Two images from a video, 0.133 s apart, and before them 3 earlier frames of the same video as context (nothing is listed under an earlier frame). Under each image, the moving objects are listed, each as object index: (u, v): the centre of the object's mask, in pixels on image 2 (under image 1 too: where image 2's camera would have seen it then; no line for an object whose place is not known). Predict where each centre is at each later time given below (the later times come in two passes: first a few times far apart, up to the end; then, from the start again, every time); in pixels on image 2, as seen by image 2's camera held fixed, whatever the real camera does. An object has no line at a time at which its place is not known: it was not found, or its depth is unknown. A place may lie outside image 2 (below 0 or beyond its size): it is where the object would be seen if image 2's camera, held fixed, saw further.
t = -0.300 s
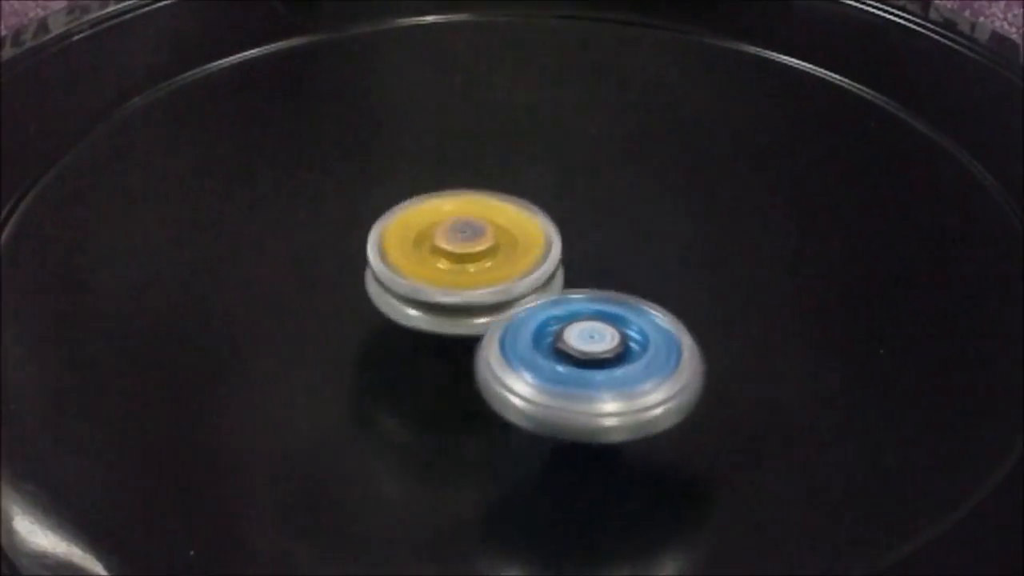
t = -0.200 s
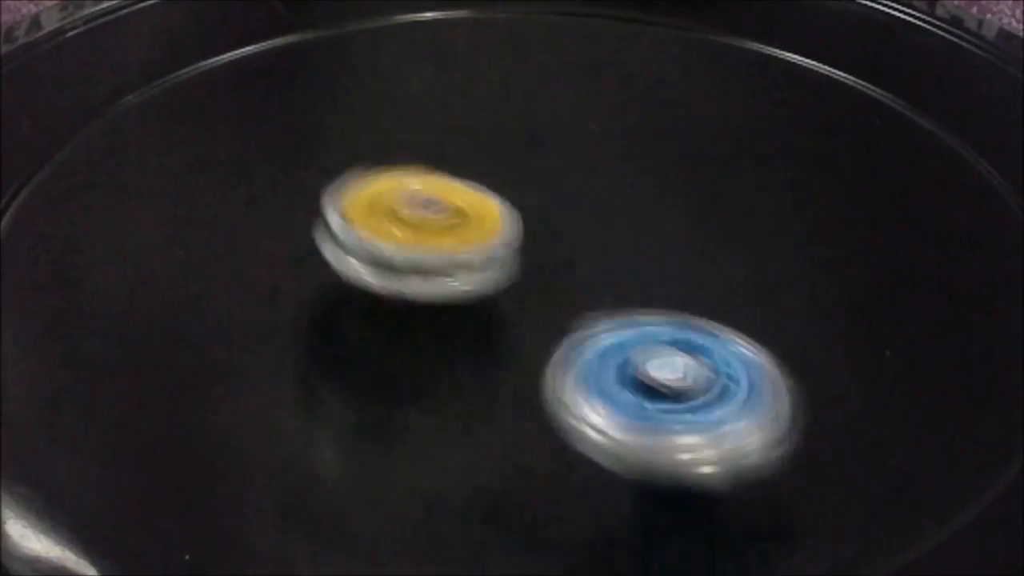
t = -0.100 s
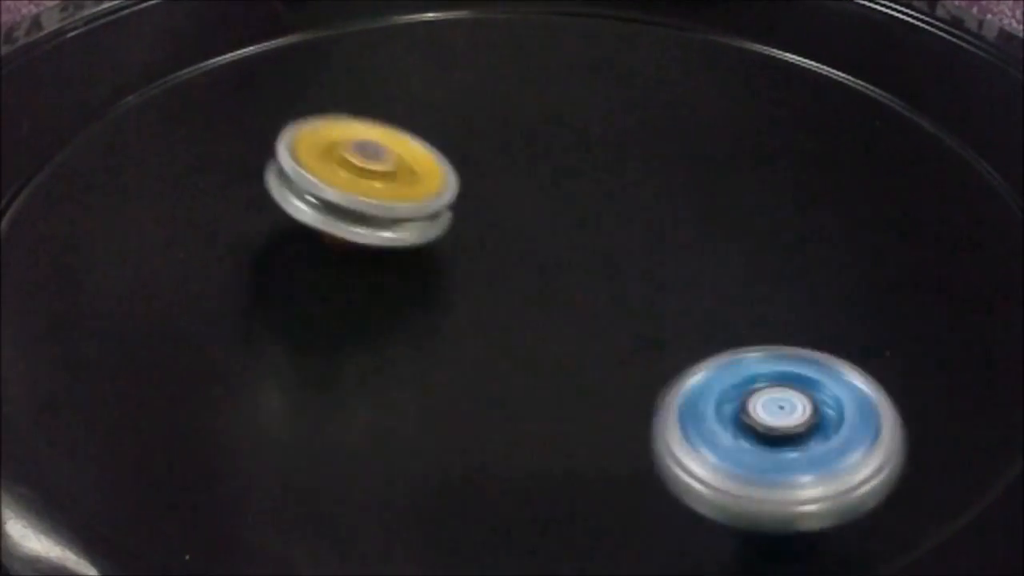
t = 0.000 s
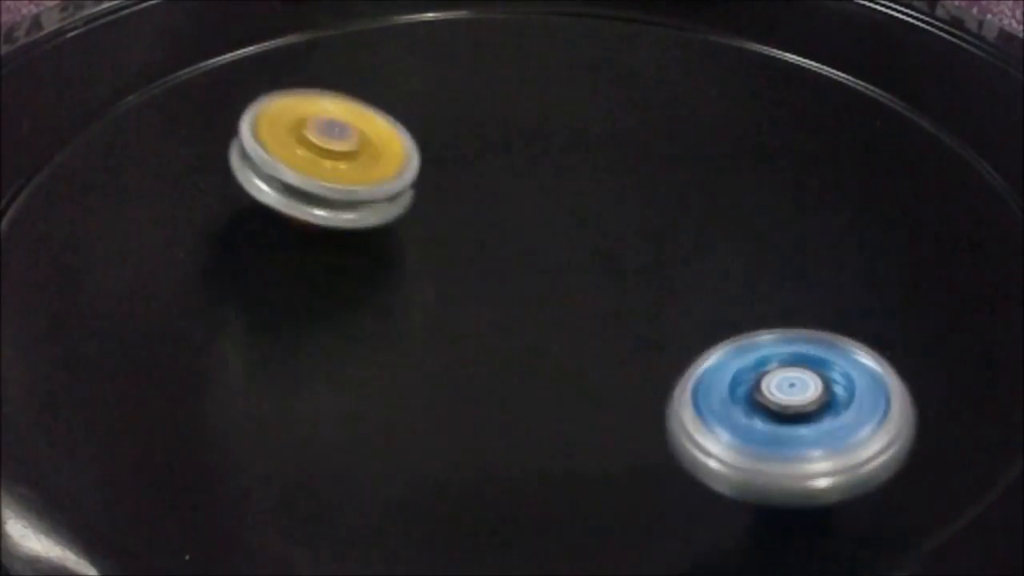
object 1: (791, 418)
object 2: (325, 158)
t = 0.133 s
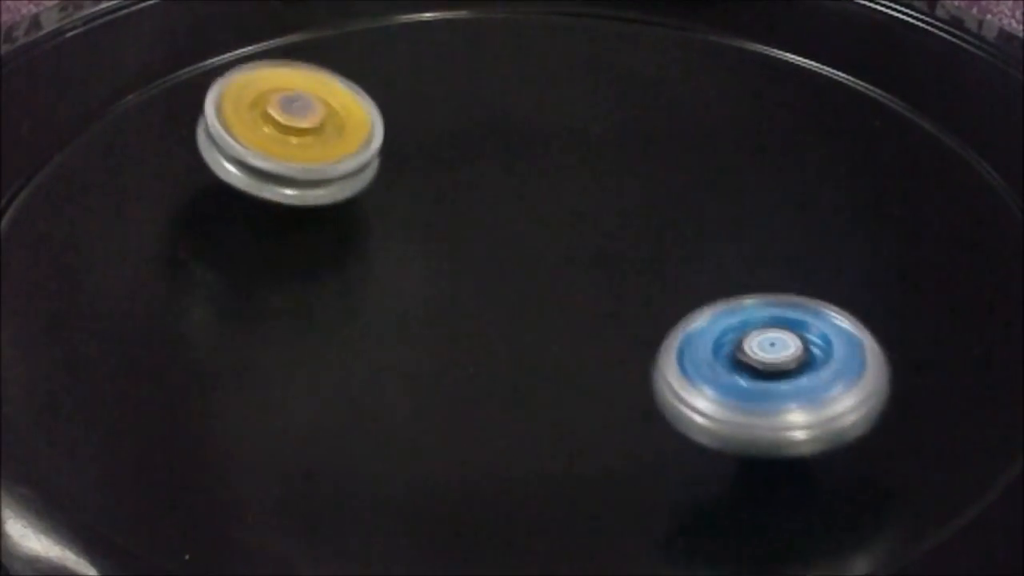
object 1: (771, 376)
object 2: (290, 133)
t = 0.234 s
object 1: (738, 344)
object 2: (283, 121)
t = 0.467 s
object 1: (662, 295)
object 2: (354, 153)
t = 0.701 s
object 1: (622, 274)
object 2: (447, 191)
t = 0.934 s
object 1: (727, 346)
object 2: (434, 169)
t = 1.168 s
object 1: (715, 315)
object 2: (412, 195)
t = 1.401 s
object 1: (676, 281)
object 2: (472, 244)
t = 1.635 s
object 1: (677, 265)
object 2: (464, 267)
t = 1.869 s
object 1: (878, 240)
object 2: (256, 240)
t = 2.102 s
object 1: (715, 232)
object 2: (194, 239)
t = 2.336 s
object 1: (620, 233)
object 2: (292, 251)
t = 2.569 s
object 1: (608, 234)
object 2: (402, 252)
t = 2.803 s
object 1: (653, 229)
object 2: (435, 245)
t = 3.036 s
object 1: (656, 226)
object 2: (398, 237)
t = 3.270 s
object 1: (619, 224)
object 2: (412, 252)
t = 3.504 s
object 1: (619, 223)
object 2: (397, 261)
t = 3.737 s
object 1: (612, 222)
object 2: (389, 265)
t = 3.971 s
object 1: (587, 221)
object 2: (391, 267)
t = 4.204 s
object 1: (580, 221)
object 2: (360, 271)
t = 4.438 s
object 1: (669, 196)
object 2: (290, 271)
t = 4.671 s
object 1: (633, 192)
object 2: (272, 268)
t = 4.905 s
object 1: (581, 197)
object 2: (357, 266)
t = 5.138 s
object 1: (665, 163)
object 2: (353, 295)
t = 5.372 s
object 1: (622, 162)
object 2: (420, 325)
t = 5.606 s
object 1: (575, 170)
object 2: (509, 324)
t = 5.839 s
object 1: (527, 177)
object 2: (585, 302)
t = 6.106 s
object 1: (481, 184)
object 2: (641, 284)
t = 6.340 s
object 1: (440, 185)
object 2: (600, 272)
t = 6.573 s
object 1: (418, 180)
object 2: (569, 294)
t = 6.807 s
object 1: (419, 186)
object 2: (520, 303)
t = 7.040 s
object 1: (438, 186)
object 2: (477, 313)
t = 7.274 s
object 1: (462, 195)
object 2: (454, 324)
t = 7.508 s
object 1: (506, 159)
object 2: (420, 360)
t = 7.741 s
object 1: (514, 154)
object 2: (401, 372)
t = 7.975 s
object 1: (489, 176)
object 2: (438, 342)
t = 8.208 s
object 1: (480, 158)
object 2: (490, 302)
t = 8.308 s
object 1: (469, 159)
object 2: (509, 302)
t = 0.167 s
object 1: (761, 366)
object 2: (285, 128)
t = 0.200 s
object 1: (750, 355)
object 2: (283, 124)
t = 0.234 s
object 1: (738, 344)
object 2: (283, 121)
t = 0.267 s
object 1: (725, 334)
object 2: (287, 121)
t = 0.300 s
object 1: (713, 326)
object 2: (295, 124)
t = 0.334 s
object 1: (701, 318)
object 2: (304, 128)
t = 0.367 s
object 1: (690, 311)
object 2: (316, 133)
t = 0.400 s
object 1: (681, 305)
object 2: (328, 139)
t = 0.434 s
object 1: (672, 300)
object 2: (341, 145)
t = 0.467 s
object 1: (662, 295)
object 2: (354, 153)
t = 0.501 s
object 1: (652, 290)
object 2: (369, 160)
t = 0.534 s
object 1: (643, 285)
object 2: (384, 167)
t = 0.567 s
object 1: (634, 280)
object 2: (399, 174)
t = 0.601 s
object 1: (625, 275)
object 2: (415, 181)
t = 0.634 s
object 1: (616, 271)
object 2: (432, 189)
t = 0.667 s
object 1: (608, 267)
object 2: (444, 194)
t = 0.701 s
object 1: (622, 274)
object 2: (447, 191)
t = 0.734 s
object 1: (630, 281)
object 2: (455, 193)
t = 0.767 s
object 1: (631, 283)
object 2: (465, 199)
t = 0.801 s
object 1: (628, 281)
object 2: (472, 202)
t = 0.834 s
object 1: (662, 302)
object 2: (463, 188)
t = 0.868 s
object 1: (695, 323)
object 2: (451, 176)
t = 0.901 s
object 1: (716, 338)
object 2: (442, 172)
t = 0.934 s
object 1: (727, 346)
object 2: (434, 169)
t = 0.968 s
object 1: (729, 347)
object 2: (426, 168)
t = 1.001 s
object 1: (729, 343)
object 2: (417, 168)
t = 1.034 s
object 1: (728, 337)
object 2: (411, 171)
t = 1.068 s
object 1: (726, 332)
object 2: (407, 175)
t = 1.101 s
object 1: (723, 326)
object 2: (406, 181)
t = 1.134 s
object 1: (719, 320)
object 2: (407, 187)
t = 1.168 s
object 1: (715, 315)
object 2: (412, 195)
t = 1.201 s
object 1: (710, 310)
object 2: (417, 202)
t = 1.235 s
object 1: (705, 303)
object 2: (423, 209)
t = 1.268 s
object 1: (700, 299)
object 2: (432, 217)
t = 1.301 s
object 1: (695, 294)
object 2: (442, 224)
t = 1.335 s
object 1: (689, 290)
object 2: (450, 231)
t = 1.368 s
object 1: (683, 285)
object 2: (461, 238)
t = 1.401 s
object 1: (676, 281)
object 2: (472, 244)
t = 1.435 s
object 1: (675, 277)
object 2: (475, 247)
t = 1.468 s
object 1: (687, 277)
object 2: (473, 248)
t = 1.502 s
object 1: (694, 277)
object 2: (469, 251)
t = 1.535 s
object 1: (692, 275)
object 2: (466, 255)
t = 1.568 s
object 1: (688, 272)
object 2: (464, 259)
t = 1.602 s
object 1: (683, 269)
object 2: (463, 263)
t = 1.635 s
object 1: (677, 265)
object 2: (464, 267)
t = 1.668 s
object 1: (696, 260)
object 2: (447, 266)
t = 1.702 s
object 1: (769, 258)
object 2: (382, 254)
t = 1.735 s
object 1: (825, 254)
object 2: (339, 246)
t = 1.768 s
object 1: (863, 250)
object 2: (311, 242)
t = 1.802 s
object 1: (881, 247)
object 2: (288, 239)
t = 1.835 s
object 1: (884, 244)
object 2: (271, 239)
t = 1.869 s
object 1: (878, 240)
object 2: (256, 240)
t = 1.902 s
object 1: (865, 237)
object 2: (242, 239)
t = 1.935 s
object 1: (847, 235)
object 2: (229, 239)
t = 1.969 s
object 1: (824, 234)
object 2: (218, 239)
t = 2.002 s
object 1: (798, 232)
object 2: (206, 238)
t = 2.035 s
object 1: (770, 232)
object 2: (198, 238)
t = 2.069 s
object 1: (743, 232)
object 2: (193, 238)
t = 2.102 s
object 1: (715, 232)
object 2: (194, 239)
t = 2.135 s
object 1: (691, 232)
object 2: (201, 240)
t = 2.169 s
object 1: (670, 232)
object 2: (213, 242)
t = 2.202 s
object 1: (656, 231)
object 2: (225, 243)
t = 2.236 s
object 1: (646, 231)
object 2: (241, 245)
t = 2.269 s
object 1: (637, 232)
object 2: (257, 247)
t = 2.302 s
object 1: (629, 232)
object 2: (273, 249)
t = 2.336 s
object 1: (620, 233)
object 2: (292, 251)
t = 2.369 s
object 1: (610, 233)
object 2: (309, 252)
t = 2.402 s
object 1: (601, 234)
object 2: (328, 254)
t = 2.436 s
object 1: (591, 234)
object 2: (348, 255)
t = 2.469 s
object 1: (582, 235)
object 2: (369, 255)
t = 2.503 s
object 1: (591, 234)
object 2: (376, 253)
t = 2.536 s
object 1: (604, 233)
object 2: (388, 252)
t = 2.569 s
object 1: (608, 234)
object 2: (402, 252)
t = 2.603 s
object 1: (631, 233)
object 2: (396, 249)
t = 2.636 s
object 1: (650, 233)
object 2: (400, 249)
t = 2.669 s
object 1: (656, 234)
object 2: (408, 248)
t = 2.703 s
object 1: (654, 234)
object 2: (417, 248)
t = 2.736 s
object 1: (649, 233)
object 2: (427, 248)
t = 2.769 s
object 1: (644, 231)
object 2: (436, 247)
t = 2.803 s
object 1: (653, 229)
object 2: (435, 245)
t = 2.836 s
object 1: (652, 229)
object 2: (437, 244)
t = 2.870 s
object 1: (648, 228)
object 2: (438, 242)
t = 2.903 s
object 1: (645, 227)
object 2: (438, 241)
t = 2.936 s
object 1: (659, 227)
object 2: (426, 238)
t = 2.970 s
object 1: (663, 227)
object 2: (415, 238)
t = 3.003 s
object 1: (661, 227)
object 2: (407, 237)
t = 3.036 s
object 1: (656, 226)
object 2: (398, 237)
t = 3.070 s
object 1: (651, 226)
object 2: (394, 239)
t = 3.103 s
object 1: (646, 225)
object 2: (389, 240)
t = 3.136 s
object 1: (641, 225)
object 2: (389, 244)
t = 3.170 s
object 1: (636, 225)
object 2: (391, 246)
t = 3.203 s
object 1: (630, 224)
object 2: (396, 249)
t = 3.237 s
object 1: (625, 224)
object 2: (404, 251)
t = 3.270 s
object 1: (619, 224)
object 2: (412, 252)
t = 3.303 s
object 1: (627, 222)
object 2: (408, 252)
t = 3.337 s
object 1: (637, 222)
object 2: (403, 253)
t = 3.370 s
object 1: (638, 223)
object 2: (398, 254)
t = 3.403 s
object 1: (634, 223)
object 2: (395, 255)
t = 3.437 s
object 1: (629, 223)
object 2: (392, 258)
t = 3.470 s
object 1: (624, 223)
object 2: (394, 260)
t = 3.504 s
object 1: (619, 223)
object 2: (397, 261)
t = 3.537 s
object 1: (613, 223)
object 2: (404, 263)
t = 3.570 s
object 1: (608, 223)
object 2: (410, 263)
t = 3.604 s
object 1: (618, 221)
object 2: (403, 261)
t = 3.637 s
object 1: (624, 220)
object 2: (399, 263)
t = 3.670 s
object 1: (622, 221)
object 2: (394, 264)
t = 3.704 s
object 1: (618, 221)
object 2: (391, 264)
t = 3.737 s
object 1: (612, 222)
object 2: (389, 265)
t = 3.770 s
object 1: (606, 222)
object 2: (390, 266)
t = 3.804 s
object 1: (599, 222)
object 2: (393, 266)
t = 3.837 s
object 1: (594, 222)
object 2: (397, 266)
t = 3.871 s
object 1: (598, 221)
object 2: (393, 265)
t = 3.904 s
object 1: (597, 221)
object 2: (391, 266)
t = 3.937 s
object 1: (592, 221)
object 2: (390, 266)
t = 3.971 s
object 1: (587, 221)
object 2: (391, 267)
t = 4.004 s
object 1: (587, 219)
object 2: (387, 266)
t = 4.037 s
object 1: (597, 219)
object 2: (378, 266)
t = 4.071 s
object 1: (598, 220)
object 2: (371, 267)
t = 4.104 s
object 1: (595, 220)
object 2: (364, 268)
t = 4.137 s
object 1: (590, 221)
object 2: (361, 269)
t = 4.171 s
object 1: (586, 221)
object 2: (359, 270)
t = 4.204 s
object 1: (580, 221)
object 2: (360, 271)
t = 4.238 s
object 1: (574, 221)
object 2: (363, 272)
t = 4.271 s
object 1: (568, 221)
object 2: (370, 272)
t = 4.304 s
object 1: (570, 219)
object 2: (368, 271)
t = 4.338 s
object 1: (611, 209)
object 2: (328, 270)
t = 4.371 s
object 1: (641, 202)
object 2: (310, 268)
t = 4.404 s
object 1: (661, 197)
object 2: (301, 270)
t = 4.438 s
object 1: (669, 196)
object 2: (290, 271)
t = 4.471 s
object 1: (668, 195)
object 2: (280, 271)
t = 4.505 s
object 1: (664, 194)
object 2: (272, 271)
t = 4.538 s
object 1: (658, 194)
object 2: (264, 271)
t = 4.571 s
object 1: (652, 193)
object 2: (259, 270)
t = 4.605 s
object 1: (646, 193)
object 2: (259, 270)
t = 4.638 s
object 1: (640, 192)
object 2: (264, 268)
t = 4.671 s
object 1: (633, 192)
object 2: (272, 268)
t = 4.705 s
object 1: (626, 192)
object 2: (281, 267)
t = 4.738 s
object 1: (619, 192)
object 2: (292, 266)
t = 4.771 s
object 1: (612, 193)
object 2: (304, 266)
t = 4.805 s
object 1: (604, 194)
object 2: (315, 266)
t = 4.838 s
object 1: (596, 195)
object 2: (330, 266)
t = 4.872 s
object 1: (589, 196)
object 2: (342, 266)
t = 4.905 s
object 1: (581, 197)
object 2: (357, 266)
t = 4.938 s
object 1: (574, 198)
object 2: (372, 267)
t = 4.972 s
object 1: (568, 198)
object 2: (390, 267)
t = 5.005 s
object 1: (592, 187)
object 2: (371, 271)
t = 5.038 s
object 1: (623, 175)
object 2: (349, 277)
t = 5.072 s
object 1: (651, 167)
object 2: (347, 281)
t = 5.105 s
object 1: (664, 164)
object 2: (351, 290)
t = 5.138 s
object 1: (665, 163)
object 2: (353, 295)
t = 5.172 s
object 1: (661, 162)
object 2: (361, 301)
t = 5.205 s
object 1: (654, 162)
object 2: (367, 307)
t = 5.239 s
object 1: (648, 162)
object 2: (376, 312)
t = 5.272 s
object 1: (641, 162)
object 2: (385, 317)
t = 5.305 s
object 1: (634, 162)
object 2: (396, 320)
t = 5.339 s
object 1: (629, 162)
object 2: (408, 324)
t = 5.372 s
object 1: (622, 162)
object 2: (420, 325)
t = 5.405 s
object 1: (615, 163)
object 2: (433, 327)
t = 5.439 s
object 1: (608, 164)
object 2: (445, 328)
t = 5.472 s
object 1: (602, 165)
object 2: (459, 328)
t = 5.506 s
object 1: (595, 166)
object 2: (471, 327)
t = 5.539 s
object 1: (589, 167)
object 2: (484, 327)
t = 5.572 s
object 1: (582, 168)
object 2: (496, 325)
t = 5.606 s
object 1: (575, 170)
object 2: (509, 324)
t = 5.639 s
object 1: (569, 171)
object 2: (520, 321)
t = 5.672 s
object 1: (562, 172)
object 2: (533, 319)
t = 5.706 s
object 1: (556, 173)
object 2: (543, 316)
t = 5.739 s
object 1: (549, 174)
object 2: (556, 313)
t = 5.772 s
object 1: (542, 175)
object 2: (565, 309)
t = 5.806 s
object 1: (535, 176)
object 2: (576, 306)
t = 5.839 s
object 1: (527, 177)
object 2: (585, 302)
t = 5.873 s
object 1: (519, 177)
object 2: (595, 301)
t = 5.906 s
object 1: (515, 176)
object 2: (599, 300)
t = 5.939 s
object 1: (509, 178)
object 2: (611, 297)
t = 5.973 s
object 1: (503, 179)
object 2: (619, 297)
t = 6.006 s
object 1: (498, 180)
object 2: (628, 293)
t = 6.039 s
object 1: (491, 182)
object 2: (635, 292)
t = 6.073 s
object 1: (486, 183)
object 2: (639, 287)
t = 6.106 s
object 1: (481, 184)
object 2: (641, 284)
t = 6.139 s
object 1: (475, 185)
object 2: (637, 279)
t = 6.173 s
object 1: (469, 186)
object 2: (634, 276)
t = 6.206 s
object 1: (464, 187)
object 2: (626, 273)
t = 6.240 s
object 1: (459, 188)
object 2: (620, 270)
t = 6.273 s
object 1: (452, 187)
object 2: (613, 270)
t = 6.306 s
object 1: (447, 186)
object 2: (606, 270)
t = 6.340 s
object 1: (440, 185)
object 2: (600, 272)
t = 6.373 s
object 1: (437, 184)
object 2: (595, 273)
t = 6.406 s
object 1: (434, 184)
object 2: (587, 276)
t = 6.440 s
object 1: (432, 184)
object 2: (583, 279)
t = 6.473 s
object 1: (424, 180)
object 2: (579, 285)
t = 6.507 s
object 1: (421, 178)
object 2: (577, 286)
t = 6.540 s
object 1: (419, 179)
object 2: (575, 292)
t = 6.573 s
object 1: (418, 180)
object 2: (569, 294)
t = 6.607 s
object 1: (417, 180)
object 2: (566, 298)
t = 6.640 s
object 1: (416, 181)
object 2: (558, 300)
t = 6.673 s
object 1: (415, 183)
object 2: (552, 302)
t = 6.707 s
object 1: (416, 184)
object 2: (544, 304)
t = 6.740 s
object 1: (417, 185)
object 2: (536, 304)
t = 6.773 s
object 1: (418, 186)
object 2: (528, 305)
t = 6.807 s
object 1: (419, 186)
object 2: (520, 303)
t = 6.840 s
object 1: (420, 186)
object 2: (513, 306)
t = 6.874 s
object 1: (422, 182)
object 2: (505, 309)
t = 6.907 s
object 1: (426, 182)
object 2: (501, 310)
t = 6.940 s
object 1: (430, 182)
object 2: (495, 313)
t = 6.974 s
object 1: (432, 184)
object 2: (489, 313)
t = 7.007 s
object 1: (435, 185)
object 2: (483, 314)
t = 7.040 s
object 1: (438, 186)
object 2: (477, 313)
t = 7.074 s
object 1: (443, 185)
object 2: (470, 318)
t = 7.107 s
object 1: (447, 186)
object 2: (465, 319)
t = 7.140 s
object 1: (452, 187)
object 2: (465, 323)
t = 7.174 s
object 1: (455, 189)
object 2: (460, 324)
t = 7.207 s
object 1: (458, 191)
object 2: (460, 325)
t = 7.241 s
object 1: (460, 193)
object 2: (457, 325)
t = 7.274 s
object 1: (462, 195)
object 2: (454, 324)
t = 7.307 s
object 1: (466, 194)
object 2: (450, 326)
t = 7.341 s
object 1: (469, 196)
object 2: (451, 327)
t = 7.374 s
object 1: (471, 198)
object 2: (451, 329)
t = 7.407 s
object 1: (472, 201)
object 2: (451, 330)
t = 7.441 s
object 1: (478, 198)
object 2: (442, 339)
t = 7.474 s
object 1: (492, 178)
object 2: (427, 354)
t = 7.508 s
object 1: (506, 159)
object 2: (420, 360)
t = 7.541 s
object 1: (518, 147)
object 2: (418, 364)
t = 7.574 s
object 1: (525, 141)
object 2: (417, 367)
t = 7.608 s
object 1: (527, 142)
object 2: (416, 371)
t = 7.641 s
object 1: (526, 146)
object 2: (410, 375)
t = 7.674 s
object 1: (523, 149)
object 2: (405, 375)
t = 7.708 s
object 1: (519, 152)
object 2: (403, 375)
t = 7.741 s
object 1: (514, 154)
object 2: (401, 372)
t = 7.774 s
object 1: (510, 157)
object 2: (402, 368)
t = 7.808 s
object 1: (507, 160)
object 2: (406, 366)
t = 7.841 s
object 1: (504, 163)
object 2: (408, 361)
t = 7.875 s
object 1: (500, 166)
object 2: (415, 357)
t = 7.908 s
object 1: (498, 169)
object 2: (421, 355)
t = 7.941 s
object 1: (494, 172)
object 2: (428, 349)
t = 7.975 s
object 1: (489, 176)
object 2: (438, 342)
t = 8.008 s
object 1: (487, 178)
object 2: (449, 331)
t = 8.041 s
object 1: (483, 180)
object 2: (462, 317)
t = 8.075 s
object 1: (478, 177)
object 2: (472, 306)
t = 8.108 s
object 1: (477, 173)
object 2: (477, 301)
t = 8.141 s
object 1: (477, 167)
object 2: (482, 303)
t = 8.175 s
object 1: (479, 160)
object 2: (483, 304)
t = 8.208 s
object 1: (480, 158)
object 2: (490, 302)
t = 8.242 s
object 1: (476, 158)
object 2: (502, 302)
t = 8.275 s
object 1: (473, 159)
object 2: (507, 304)
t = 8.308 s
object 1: (469, 159)
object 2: (509, 302)
